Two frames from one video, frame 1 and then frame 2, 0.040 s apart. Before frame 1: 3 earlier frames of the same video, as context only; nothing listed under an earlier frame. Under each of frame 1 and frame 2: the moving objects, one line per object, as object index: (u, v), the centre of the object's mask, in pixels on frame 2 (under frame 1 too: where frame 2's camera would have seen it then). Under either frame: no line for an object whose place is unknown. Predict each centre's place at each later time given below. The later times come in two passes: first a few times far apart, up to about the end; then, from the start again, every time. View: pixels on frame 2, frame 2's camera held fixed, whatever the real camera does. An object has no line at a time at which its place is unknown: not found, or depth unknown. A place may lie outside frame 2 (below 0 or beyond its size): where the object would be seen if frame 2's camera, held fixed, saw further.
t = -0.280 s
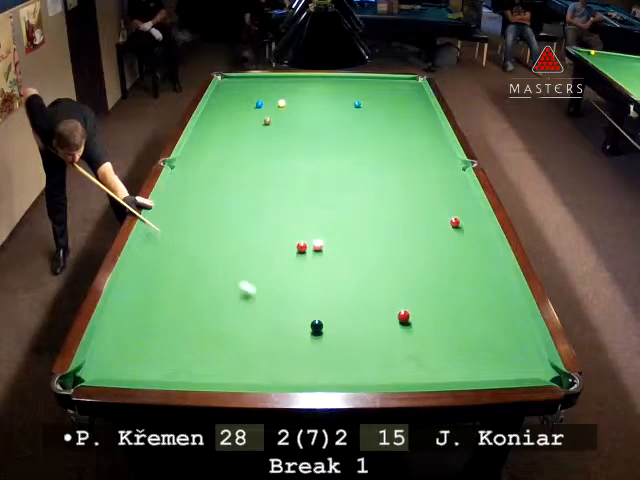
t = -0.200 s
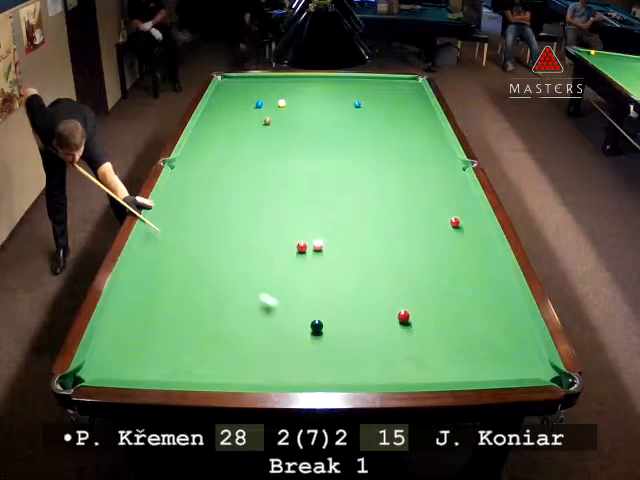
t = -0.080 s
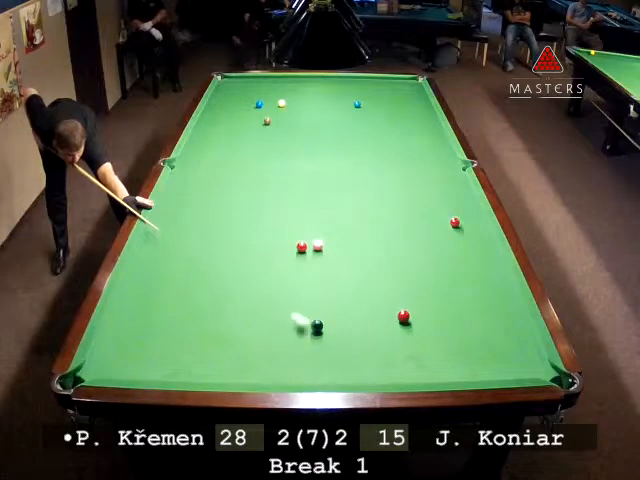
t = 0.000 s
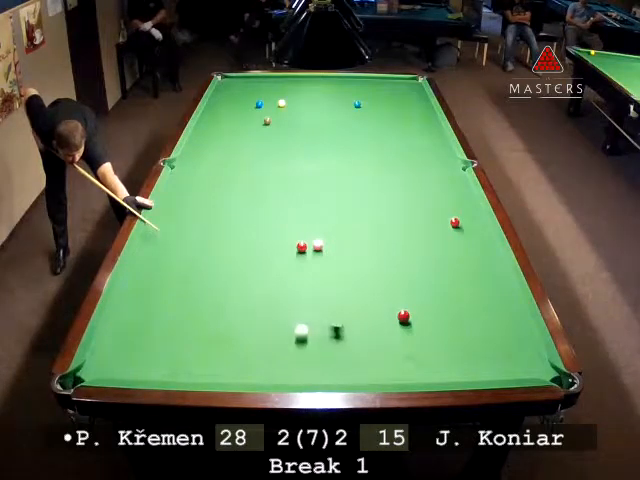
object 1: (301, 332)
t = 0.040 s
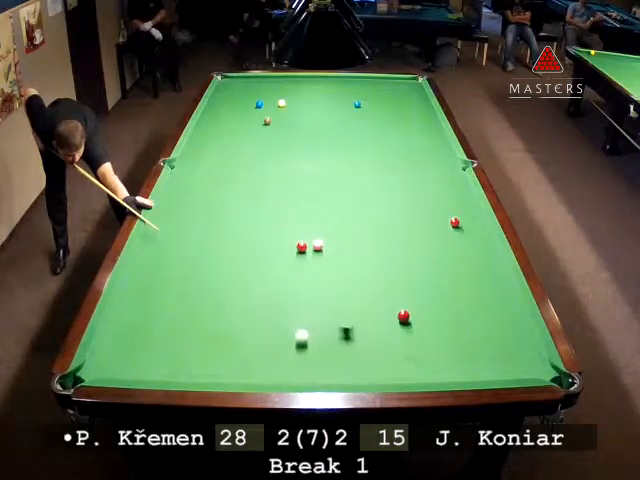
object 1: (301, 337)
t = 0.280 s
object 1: (309, 371)
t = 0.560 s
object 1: (316, 357)
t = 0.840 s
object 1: (322, 332)
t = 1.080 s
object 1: (326, 314)
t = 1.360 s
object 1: (331, 295)
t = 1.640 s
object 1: (335, 279)
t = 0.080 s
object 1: (302, 343)
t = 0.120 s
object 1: (303, 348)
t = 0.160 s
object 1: (305, 353)
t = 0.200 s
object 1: (306, 360)
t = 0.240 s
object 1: (307, 365)
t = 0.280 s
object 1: (309, 371)
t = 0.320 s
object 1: (310, 375)
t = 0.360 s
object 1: (312, 375)
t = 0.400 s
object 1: (313, 372)
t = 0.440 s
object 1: (314, 368)
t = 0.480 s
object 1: (314, 364)
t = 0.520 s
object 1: (316, 360)
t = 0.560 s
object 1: (316, 357)
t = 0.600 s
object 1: (317, 353)
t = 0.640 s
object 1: (318, 349)
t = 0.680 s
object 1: (319, 346)
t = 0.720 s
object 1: (320, 342)
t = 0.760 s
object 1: (321, 339)
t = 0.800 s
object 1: (321, 336)
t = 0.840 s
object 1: (322, 332)
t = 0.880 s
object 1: (323, 329)
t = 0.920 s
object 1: (324, 326)
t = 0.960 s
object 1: (325, 323)
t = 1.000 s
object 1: (325, 320)
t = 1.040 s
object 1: (326, 317)
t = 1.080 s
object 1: (326, 314)
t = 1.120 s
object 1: (327, 311)
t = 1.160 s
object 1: (328, 308)
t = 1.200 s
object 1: (328, 306)
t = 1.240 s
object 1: (329, 303)
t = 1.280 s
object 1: (330, 300)
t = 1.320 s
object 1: (330, 298)
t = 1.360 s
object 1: (331, 295)
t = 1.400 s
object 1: (331, 293)
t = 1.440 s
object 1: (332, 290)
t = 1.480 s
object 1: (333, 288)
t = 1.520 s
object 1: (333, 286)
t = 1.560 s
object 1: (333, 283)
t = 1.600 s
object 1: (334, 281)
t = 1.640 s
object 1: (335, 279)
